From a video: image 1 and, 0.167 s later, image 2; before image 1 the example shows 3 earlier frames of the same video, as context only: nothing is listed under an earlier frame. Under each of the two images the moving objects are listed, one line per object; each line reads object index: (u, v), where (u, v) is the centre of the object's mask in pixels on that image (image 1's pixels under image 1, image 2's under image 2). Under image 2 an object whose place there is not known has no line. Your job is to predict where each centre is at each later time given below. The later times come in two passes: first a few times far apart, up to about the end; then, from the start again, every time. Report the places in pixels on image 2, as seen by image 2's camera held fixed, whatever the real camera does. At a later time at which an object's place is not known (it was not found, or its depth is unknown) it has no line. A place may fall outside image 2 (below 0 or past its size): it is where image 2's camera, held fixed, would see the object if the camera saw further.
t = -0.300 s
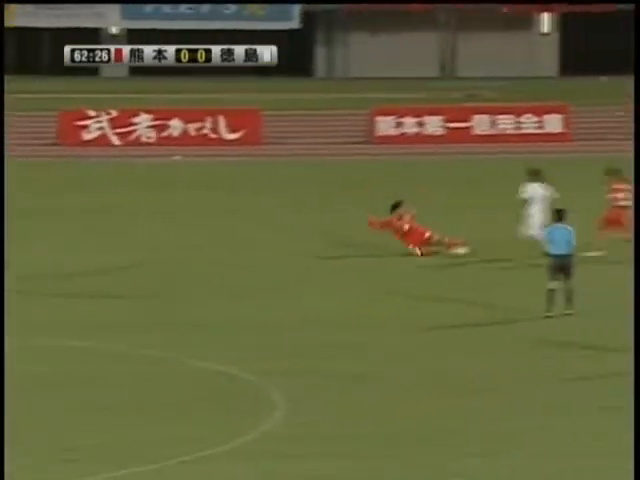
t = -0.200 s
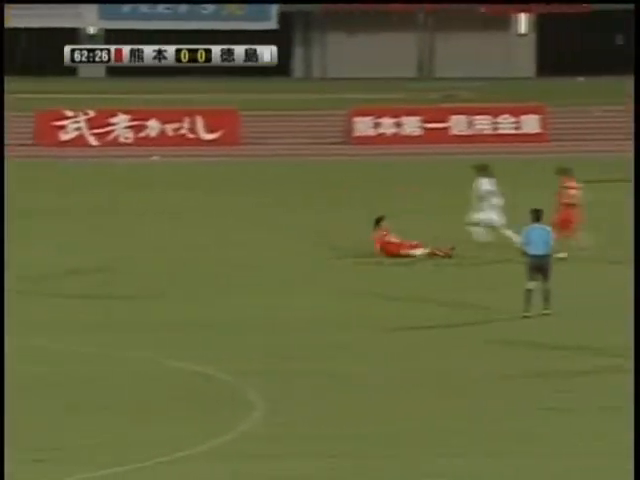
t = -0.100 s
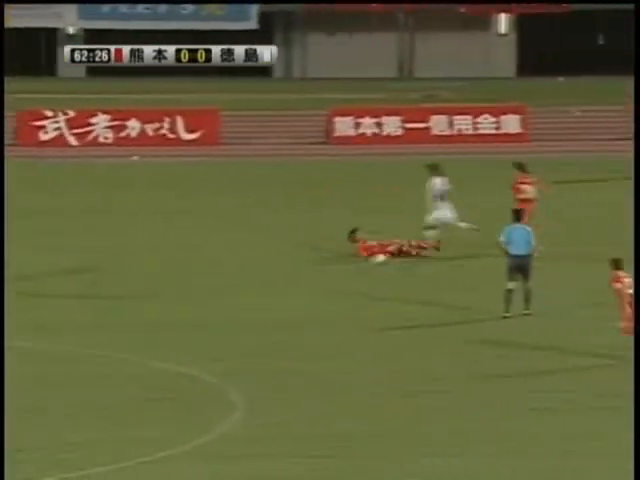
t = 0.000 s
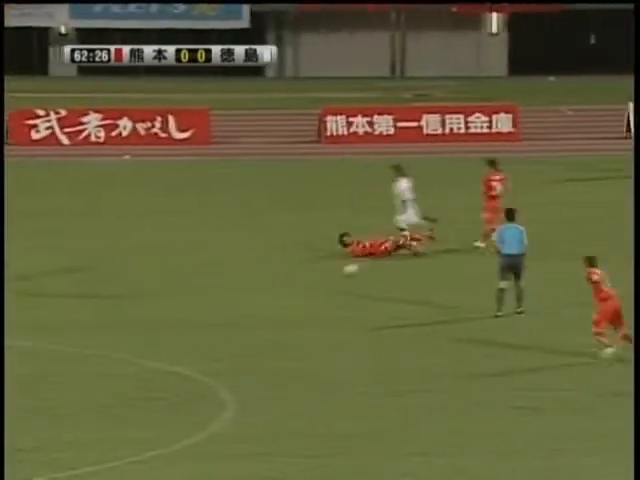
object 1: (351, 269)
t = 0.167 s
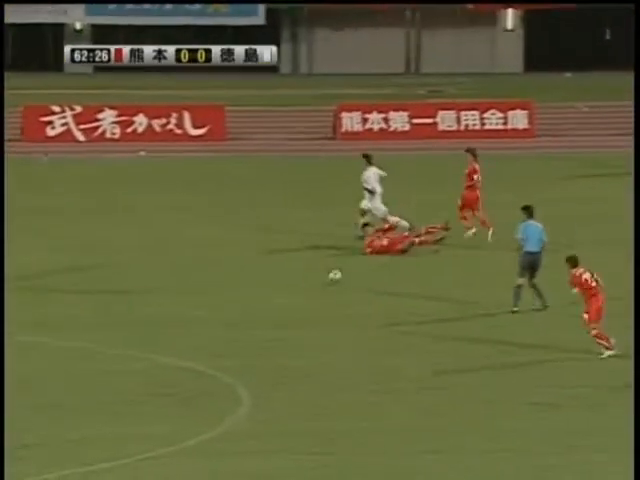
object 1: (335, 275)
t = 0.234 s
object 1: (323, 281)
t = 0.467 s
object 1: (285, 295)
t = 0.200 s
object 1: (328, 278)
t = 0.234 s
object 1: (323, 281)
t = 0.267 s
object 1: (317, 285)
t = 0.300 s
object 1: (312, 285)
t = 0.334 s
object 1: (307, 285)
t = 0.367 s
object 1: (301, 287)
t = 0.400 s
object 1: (295, 290)
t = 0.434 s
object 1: (290, 292)
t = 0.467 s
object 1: (285, 295)
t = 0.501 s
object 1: (281, 297)
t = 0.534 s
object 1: (277, 298)
